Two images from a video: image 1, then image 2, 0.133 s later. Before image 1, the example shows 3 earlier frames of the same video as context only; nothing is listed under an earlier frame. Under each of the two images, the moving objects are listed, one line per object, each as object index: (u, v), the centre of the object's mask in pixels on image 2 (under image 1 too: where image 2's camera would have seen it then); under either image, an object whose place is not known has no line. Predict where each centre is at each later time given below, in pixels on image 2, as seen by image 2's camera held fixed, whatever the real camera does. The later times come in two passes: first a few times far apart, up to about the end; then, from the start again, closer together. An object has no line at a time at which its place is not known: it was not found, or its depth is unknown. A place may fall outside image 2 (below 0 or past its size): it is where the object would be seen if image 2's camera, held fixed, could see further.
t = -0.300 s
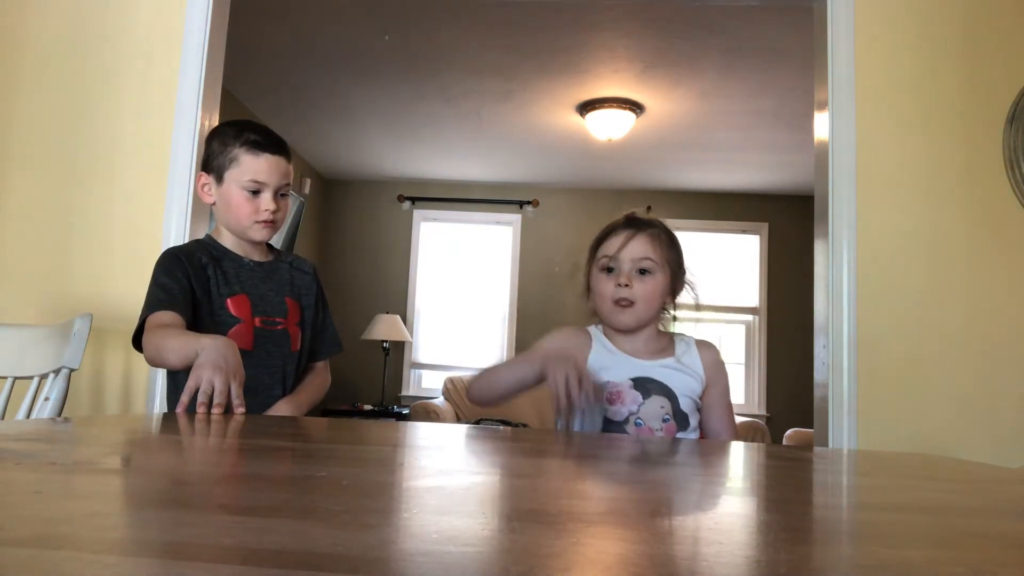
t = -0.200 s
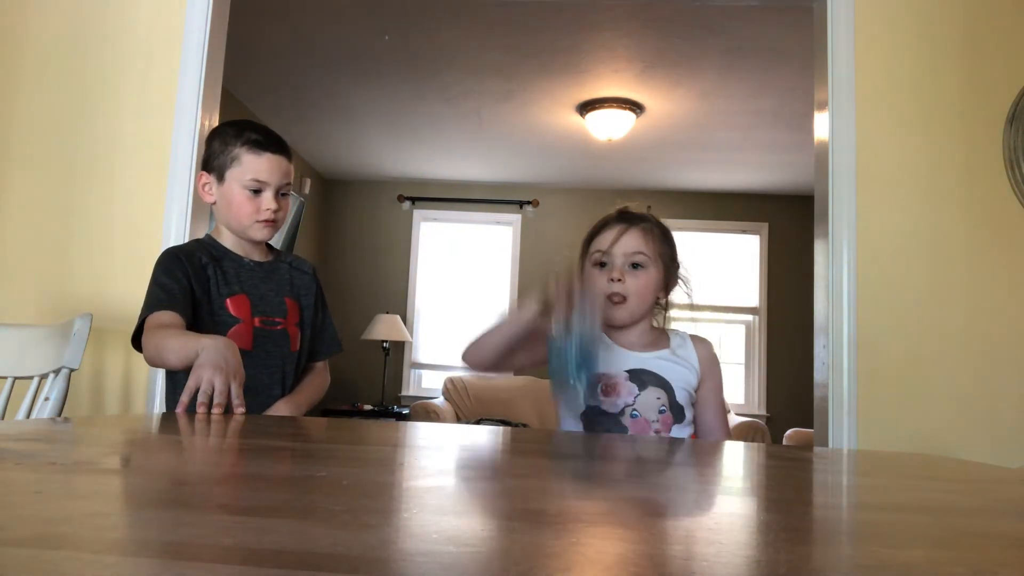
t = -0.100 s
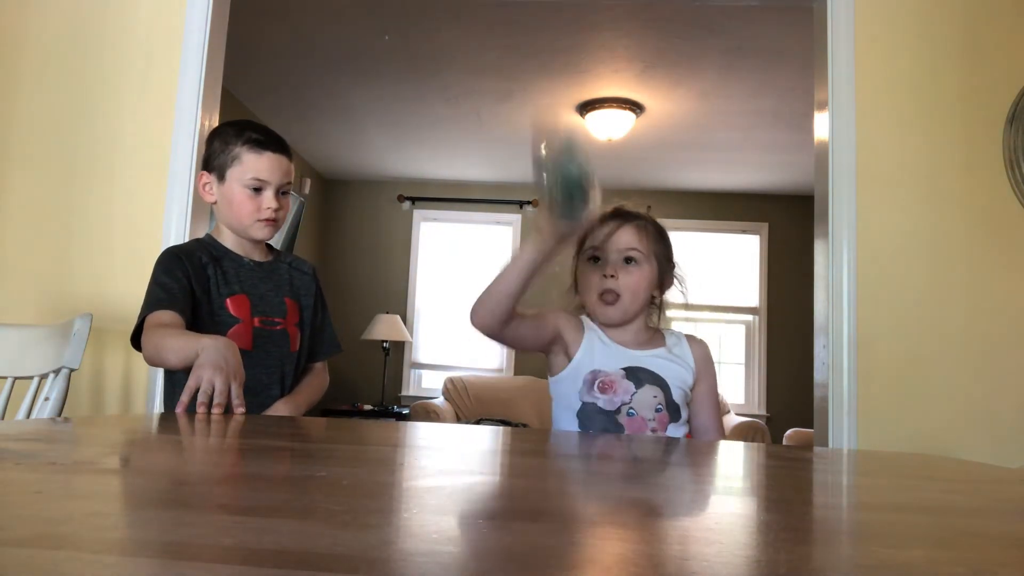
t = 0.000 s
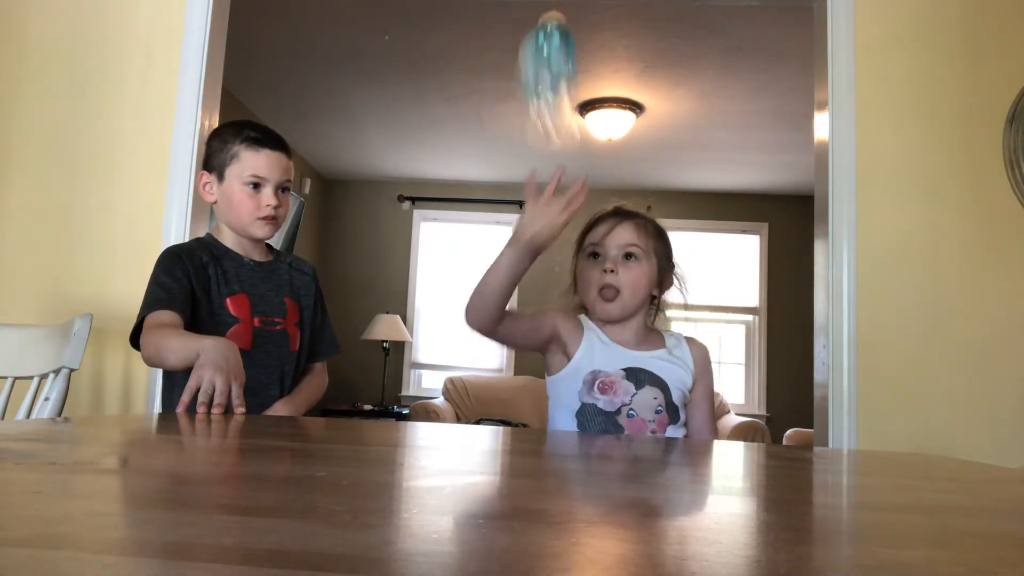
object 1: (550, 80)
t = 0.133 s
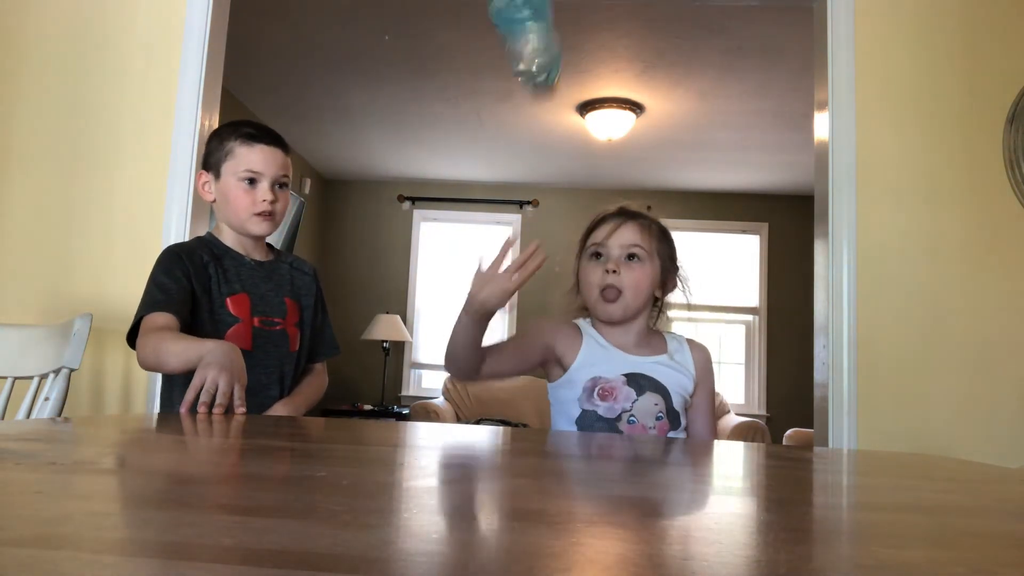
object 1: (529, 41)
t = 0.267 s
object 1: (504, 150)
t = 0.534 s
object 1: (470, 343)
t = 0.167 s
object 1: (523, 51)
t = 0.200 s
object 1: (517, 72)
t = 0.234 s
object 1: (512, 108)
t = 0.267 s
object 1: (504, 150)
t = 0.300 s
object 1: (498, 195)
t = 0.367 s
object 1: (482, 334)
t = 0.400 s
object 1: (479, 325)
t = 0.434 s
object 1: (477, 316)
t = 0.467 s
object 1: (476, 313)
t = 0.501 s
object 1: (473, 325)
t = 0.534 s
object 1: (470, 343)
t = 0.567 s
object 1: (470, 356)
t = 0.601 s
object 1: (469, 379)
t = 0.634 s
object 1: (473, 399)
